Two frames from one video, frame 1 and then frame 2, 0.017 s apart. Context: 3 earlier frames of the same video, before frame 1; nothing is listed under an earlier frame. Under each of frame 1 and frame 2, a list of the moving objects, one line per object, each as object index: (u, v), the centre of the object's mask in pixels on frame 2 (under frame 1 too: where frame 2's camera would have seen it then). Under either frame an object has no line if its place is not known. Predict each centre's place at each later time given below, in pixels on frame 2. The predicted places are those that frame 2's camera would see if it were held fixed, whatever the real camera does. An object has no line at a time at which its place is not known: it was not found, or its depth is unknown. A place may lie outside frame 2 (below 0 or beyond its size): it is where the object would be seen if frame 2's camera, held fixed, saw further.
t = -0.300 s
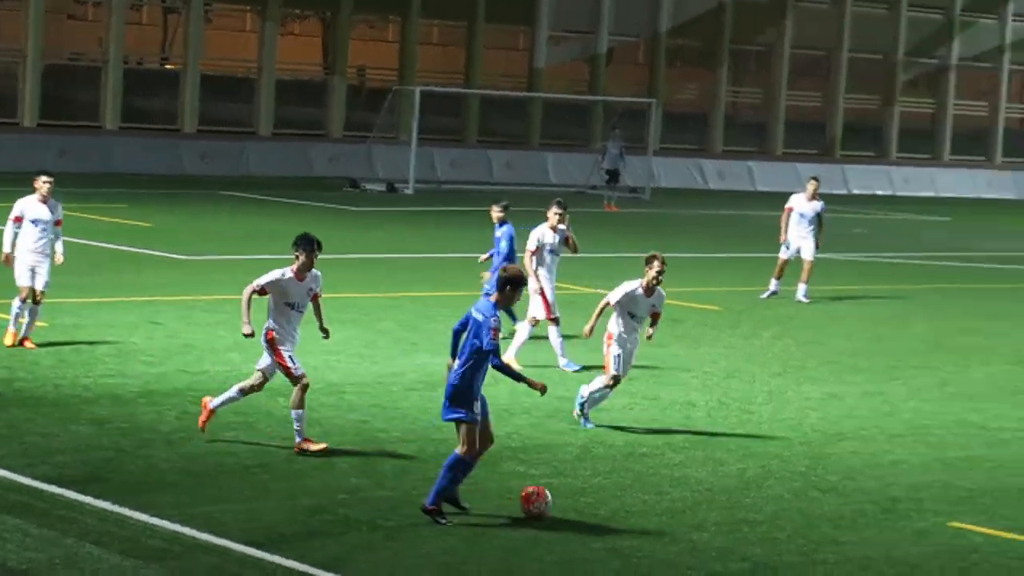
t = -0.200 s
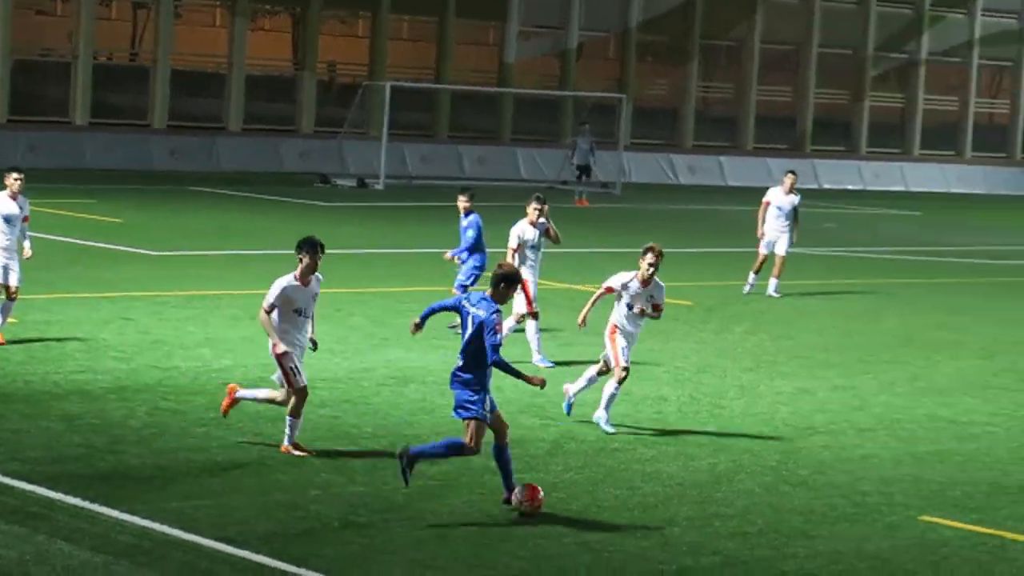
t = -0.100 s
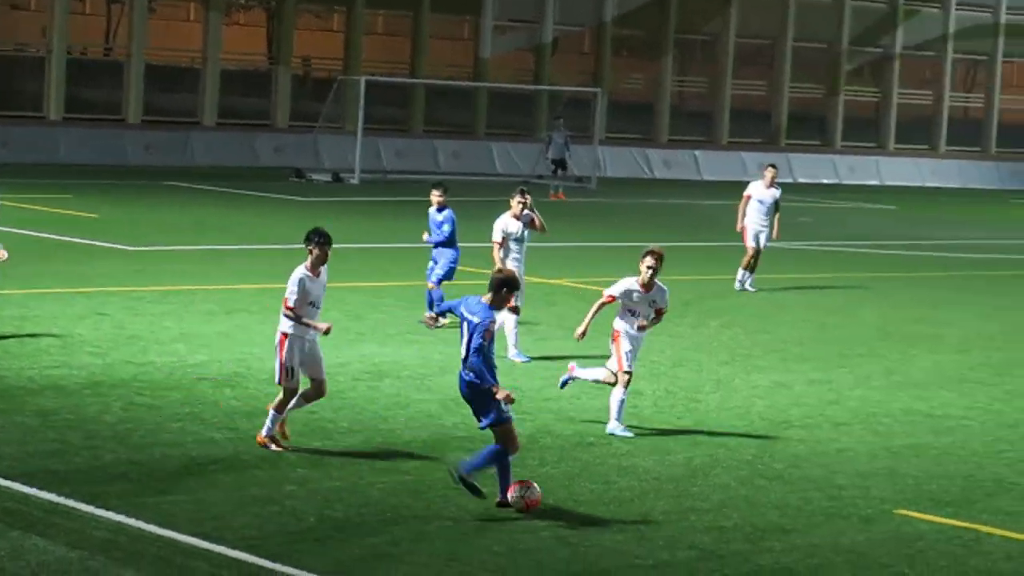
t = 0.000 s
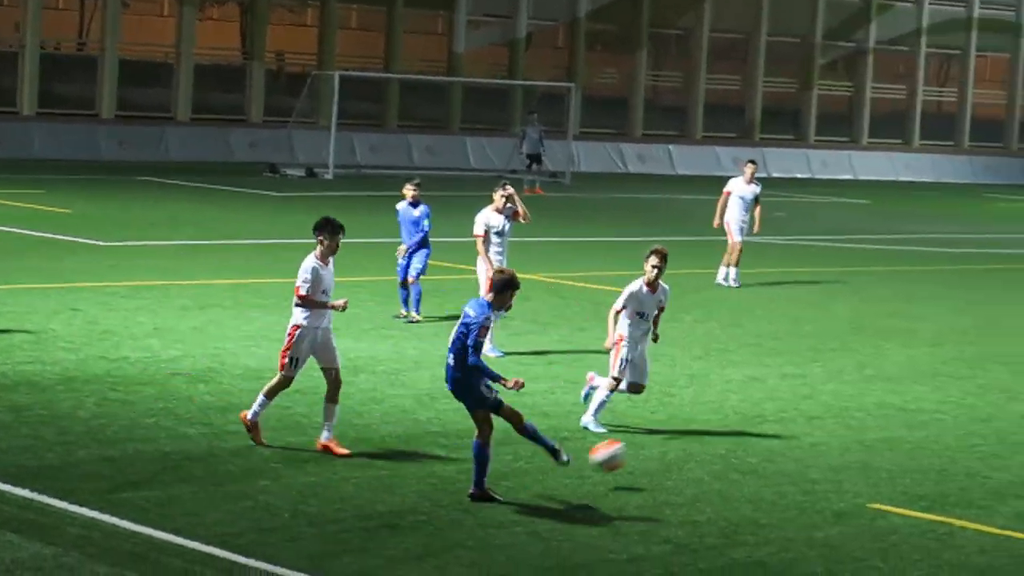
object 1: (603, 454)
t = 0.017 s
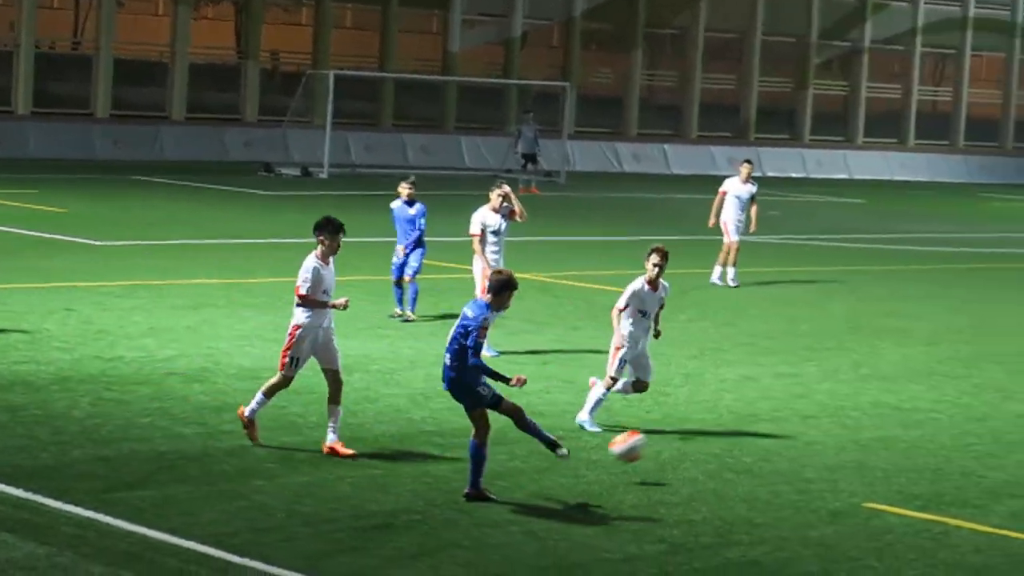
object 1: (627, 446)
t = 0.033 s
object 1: (652, 439)
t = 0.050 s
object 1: (674, 432)
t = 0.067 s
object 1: (695, 426)
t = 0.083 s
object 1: (717, 420)
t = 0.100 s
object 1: (737, 415)
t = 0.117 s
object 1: (756, 410)
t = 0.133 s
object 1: (775, 405)
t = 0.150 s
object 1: (794, 401)
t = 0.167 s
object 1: (812, 398)
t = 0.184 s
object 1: (829, 394)
